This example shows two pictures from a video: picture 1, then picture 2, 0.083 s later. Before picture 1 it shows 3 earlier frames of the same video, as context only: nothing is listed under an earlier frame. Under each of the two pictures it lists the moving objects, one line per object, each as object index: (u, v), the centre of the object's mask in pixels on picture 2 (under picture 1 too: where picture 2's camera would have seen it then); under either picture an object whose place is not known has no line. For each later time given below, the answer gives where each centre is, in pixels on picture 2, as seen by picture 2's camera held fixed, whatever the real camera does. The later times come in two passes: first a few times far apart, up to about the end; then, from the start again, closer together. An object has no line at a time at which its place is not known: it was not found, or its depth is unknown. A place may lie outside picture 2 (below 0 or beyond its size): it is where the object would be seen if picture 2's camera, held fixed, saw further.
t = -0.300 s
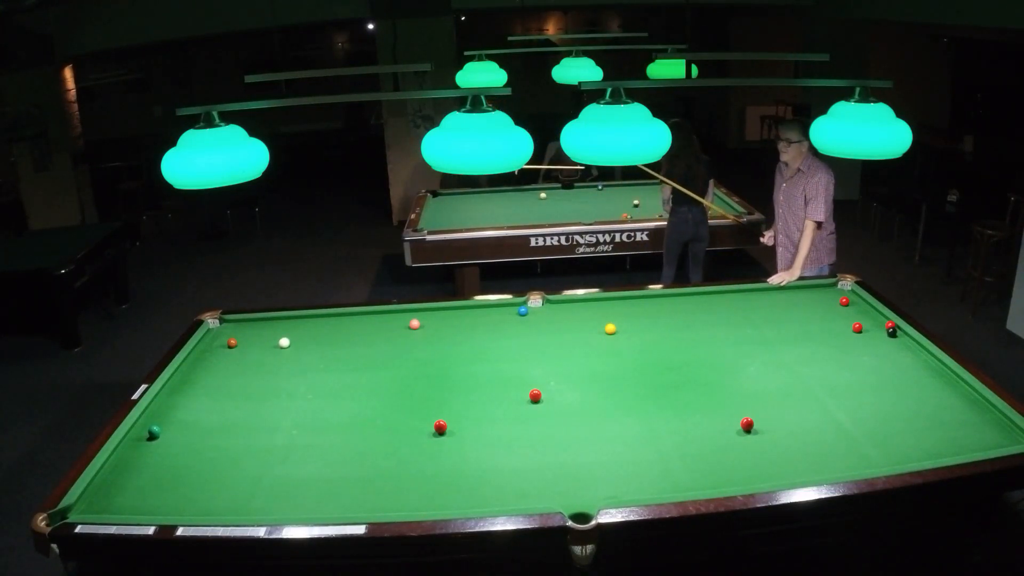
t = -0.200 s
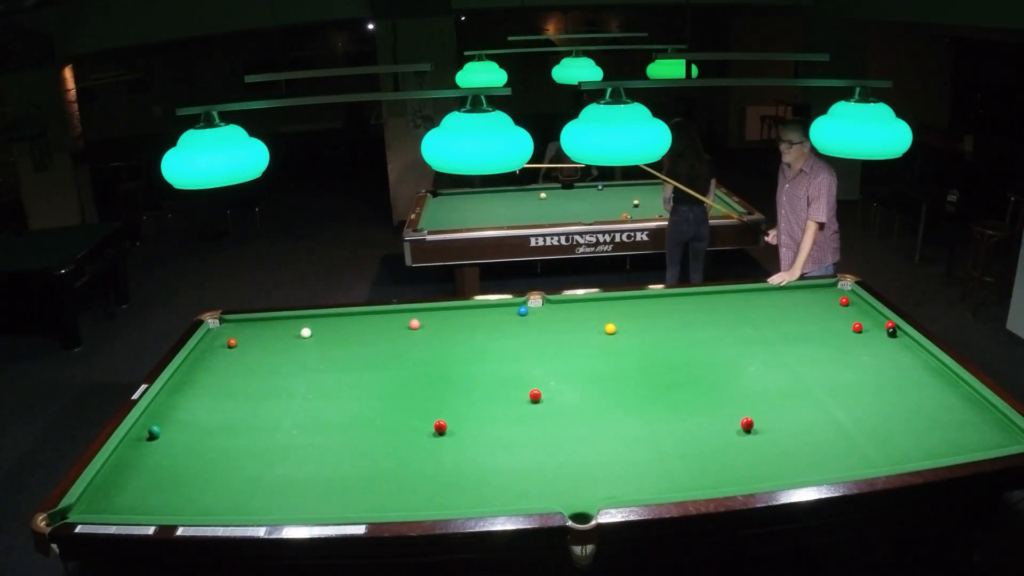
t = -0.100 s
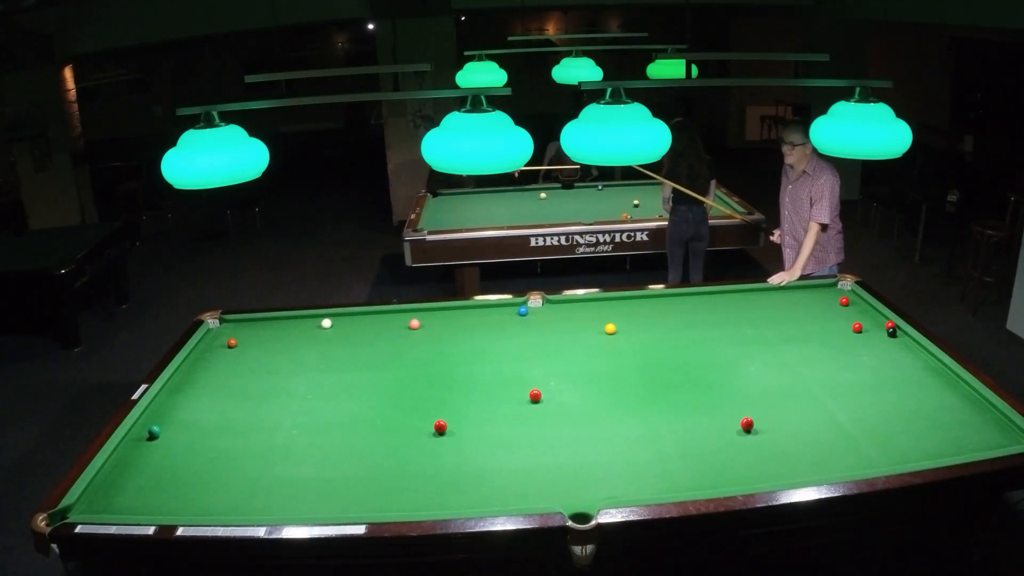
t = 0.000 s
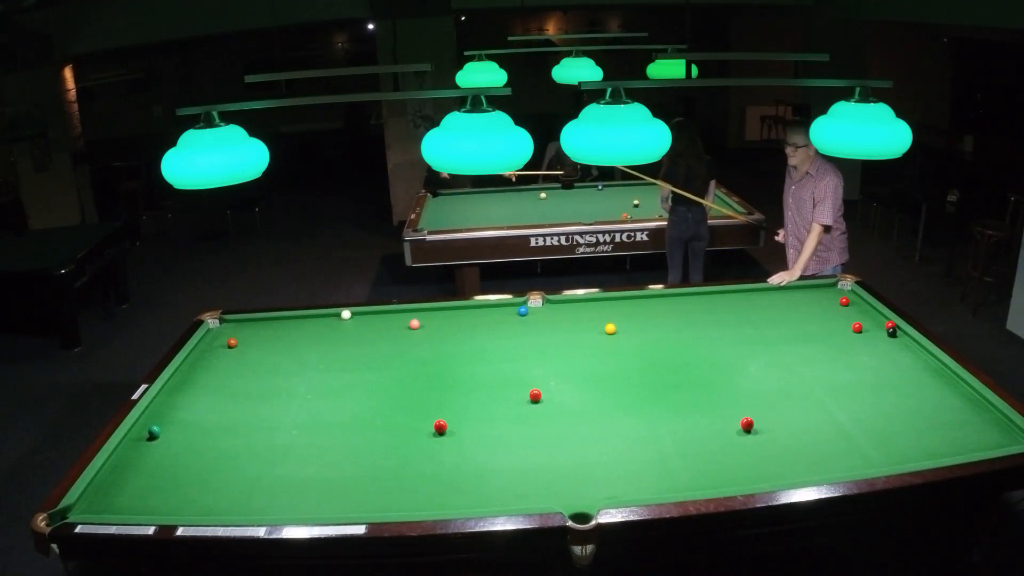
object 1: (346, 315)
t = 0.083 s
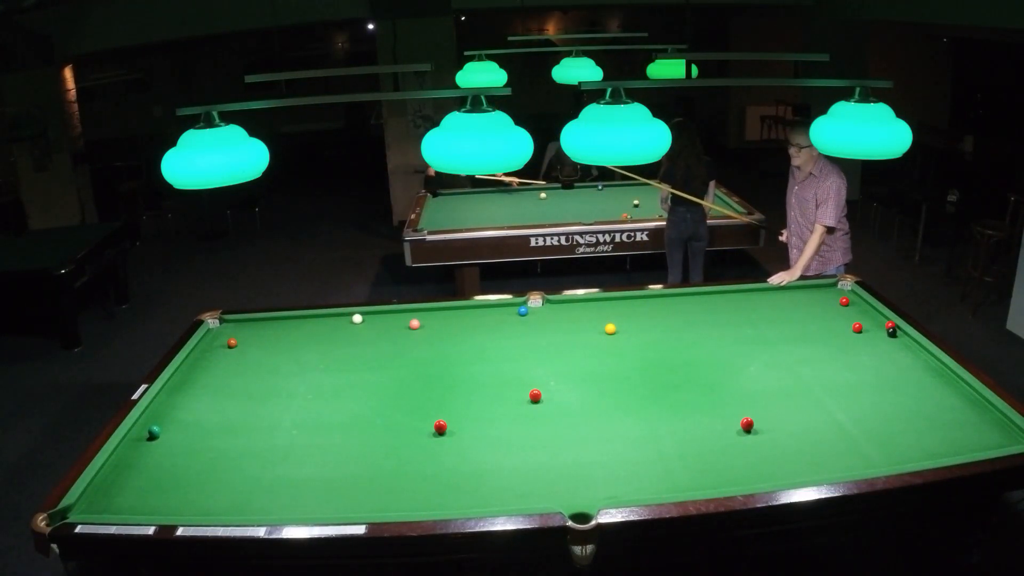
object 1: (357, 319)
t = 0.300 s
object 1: (388, 329)
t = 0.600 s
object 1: (434, 346)
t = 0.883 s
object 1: (482, 363)
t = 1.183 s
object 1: (538, 382)
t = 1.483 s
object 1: (597, 403)
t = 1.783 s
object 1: (662, 424)
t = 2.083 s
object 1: (732, 447)
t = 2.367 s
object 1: (801, 469)
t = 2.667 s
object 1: (833, 458)
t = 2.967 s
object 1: (848, 438)
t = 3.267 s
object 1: (860, 420)
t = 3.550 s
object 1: (870, 406)
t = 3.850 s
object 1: (879, 393)
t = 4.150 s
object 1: (887, 382)
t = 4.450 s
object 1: (894, 372)
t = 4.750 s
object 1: (900, 363)
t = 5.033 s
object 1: (905, 356)
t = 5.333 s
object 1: (910, 349)
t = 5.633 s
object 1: (914, 343)
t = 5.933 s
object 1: (904, 341)
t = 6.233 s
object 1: (897, 338)
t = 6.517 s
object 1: (891, 337)
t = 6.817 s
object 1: (887, 336)
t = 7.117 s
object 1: (885, 335)
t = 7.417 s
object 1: (884, 335)
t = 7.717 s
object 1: (884, 335)
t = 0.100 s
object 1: (360, 320)
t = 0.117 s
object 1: (362, 320)
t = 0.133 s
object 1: (364, 321)
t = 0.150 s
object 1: (366, 322)
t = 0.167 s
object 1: (369, 323)
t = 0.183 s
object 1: (371, 324)
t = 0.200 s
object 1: (373, 324)
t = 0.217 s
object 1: (376, 325)
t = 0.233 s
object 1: (378, 326)
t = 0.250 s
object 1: (380, 327)
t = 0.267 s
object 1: (383, 328)
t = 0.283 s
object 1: (385, 329)
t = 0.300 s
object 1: (388, 329)
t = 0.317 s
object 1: (390, 330)
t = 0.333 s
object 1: (392, 331)
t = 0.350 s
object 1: (395, 332)
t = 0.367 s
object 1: (397, 333)
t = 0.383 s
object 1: (400, 334)
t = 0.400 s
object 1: (403, 335)
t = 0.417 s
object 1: (405, 336)
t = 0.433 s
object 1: (407, 336)
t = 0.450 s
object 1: (410, 338)
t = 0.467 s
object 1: (413, 338)
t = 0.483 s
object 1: (415, 340)
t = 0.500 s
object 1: (418, 340)
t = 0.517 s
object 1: (420, 341)
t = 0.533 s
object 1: (423, 342)
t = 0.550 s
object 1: (426, 343)
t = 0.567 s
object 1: (428, 344)
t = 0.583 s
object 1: (431, 345)
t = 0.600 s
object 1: (434, 346)
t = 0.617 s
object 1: (437, 347)
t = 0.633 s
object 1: (439, 348)
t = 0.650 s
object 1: (442, 349)
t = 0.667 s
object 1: (445, 350)
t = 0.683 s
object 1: (448, 351)
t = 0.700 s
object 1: (450, 352)
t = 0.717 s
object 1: (453, 353)
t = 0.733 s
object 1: (456, 354)
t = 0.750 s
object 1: (459, 355)
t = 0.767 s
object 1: (461, 356)
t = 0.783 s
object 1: (464, 357)
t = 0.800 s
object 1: (467, 358)
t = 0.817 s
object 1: (470, 359)
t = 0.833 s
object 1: (473, 360)
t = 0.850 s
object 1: (476, 361)
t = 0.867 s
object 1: (479, 362)
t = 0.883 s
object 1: (482, 363)
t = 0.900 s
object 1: (485, 364)
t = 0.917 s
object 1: (488, 365)
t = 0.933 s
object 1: (491, 366)
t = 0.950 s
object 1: (494, 367)
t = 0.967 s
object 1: (497, 368)
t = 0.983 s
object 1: (500, 369)
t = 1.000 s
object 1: (503, 370)
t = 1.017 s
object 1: (506, 371)
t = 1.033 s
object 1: (509, 372)
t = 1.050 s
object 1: (512, 373)
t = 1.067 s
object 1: (516, 374)
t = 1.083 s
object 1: (519, 375)
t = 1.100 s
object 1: (522, 376)
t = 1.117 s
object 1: (525, 377)
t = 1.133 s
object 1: (528, 379)
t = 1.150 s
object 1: (531, 380)
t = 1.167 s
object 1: (534, 381)
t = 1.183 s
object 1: (538, 382)
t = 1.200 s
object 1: (541, 383)
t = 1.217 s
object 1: (544, 384)
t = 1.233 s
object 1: (547, 385)
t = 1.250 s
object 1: (551, 387)
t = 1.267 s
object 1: (554, 388)
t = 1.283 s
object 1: (558, 389)
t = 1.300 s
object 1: (561, 390)
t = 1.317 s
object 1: (564, 391)
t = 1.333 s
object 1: (568, 392)
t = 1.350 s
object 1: (571, 393)
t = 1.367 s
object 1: (574, 395)
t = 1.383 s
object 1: (577, 396)
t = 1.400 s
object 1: (581, 397)
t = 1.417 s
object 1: (585, 398)
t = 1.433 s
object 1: (588, 399)
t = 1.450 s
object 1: (591, 401)
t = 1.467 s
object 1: (593, 401)
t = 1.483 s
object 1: (597, 403)
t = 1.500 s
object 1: (600, 404)
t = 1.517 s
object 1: (604, 405)
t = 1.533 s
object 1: (608, 406)
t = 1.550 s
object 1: (611, 407)
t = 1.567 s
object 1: (615, 408)
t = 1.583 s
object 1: (618, 410)
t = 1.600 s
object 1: (622, 411)
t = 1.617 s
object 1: (625, 412)
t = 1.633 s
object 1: (629, 413)
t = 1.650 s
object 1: (633, 414)
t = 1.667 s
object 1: (636, 416)
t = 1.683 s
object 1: (640, 416)
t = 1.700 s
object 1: (644, 418)
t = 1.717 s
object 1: (647, 419)
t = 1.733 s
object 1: (651, 421)
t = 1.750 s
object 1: (655, 422)
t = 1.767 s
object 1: (659, 423)
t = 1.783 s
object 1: (662, 424)
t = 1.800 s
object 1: (666, 426)
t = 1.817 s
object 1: (670, 427)
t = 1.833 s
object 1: (674, 428)
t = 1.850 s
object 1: (678, 430)
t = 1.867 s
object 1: (682, 431)
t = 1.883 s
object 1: (685, 432)
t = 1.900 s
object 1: (689, 433)
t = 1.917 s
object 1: (693, 434)
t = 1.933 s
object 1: (697, 435)
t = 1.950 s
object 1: (701, 437)
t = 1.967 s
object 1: (705, 438)
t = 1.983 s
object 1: (709, 439)
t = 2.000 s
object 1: (713, 441)
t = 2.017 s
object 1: (717, 442)
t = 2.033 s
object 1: (721, 443)
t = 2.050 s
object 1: (724, 444)
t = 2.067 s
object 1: (728, 446)
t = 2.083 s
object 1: (732, 447)
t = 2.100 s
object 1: (736, 448)
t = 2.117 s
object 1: (740, 449)
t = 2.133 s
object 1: (744, 451)
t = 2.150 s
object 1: (748, 452)
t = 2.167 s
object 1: (752, 454)
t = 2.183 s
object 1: (757, 455)
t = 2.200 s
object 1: (760, 456)
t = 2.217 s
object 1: (765, 457)
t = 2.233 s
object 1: (768, 459)
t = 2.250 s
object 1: (773, 460)
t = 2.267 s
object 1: (777, 461)
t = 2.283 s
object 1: (781, 462)
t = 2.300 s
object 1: (785, 464)
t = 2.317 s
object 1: (789, 465)
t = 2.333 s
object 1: (793, 467)
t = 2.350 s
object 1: (797, 468)
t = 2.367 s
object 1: (801, 469)
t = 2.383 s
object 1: (805, 470)
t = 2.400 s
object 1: (809, 471)
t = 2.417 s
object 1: (814, 471)
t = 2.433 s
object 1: (818, 472)
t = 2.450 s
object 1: (820, 472)
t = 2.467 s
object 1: (821, 471)
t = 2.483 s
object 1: (822, 470)
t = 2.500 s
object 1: (823, 469)
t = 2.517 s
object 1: (824, 469)
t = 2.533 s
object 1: (825, 468)
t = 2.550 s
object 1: (826, 467)
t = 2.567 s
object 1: (827, 466)
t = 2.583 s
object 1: (828, 464)
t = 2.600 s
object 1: (829, 463)
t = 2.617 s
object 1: (830, 462)
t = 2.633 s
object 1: (831, 460)
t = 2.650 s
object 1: (832, 459)
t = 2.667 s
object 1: (833, 458)
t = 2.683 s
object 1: (834, 457)
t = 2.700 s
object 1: (834, 456)
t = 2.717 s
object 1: (835, 454)
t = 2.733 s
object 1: (836, 453)
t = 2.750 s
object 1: (837, 452)
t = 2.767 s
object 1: (838, 451)
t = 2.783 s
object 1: (839, 450)
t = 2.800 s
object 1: (840, 449)
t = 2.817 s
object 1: (841, 448)
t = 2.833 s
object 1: (841, 446)
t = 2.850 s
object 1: (842, 445)
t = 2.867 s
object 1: (843, 444)
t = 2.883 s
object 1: (844, 443)
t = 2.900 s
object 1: (845, 442)
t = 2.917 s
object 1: (845, 441)
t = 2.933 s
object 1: (846, 440)
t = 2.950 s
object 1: (847, 439)
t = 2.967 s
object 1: (848, 438)
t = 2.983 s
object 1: (849, 437)
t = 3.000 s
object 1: (849, 436)
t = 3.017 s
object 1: (850, 435)
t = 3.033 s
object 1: (851, 434)
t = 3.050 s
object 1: (852, 433)
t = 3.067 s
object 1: (852, 432)
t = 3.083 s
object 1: (853, 431)
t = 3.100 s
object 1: (853, 430)
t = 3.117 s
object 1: (854, 429)
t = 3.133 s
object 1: (855, 428)
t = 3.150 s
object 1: (855, 427)
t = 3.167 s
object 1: (856, 426)
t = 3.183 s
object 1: (857, 425)
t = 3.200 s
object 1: (858, 424)
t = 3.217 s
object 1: (858, 423)
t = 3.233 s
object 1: (859, 422)
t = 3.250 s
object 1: (859, 421)
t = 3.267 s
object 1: (860, 420)
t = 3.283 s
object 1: (861, 420)
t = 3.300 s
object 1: (861, 419)
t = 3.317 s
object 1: (862, 418)
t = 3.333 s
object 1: (862, 417)
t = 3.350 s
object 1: (863, 416)
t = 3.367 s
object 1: (864, 415)
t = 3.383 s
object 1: (864, 415)
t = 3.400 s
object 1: (865, 414)
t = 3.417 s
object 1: (865, 413)
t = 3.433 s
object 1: (866, 412)
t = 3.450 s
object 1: (867, 411)
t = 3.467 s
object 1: (867, 410)
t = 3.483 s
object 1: (868, 410)
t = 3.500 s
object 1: (868, 409)
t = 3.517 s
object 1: (869, 408)
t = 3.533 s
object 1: (870, 407)
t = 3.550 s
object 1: (870, 406)
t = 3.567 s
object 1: (871, 405)
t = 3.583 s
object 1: (871, 405)
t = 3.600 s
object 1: (872, 404)
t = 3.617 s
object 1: (872, 403)
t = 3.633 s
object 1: (873, 403)
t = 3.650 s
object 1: (873, 402)
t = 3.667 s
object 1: (874, 401)
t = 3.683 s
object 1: (875, 401)
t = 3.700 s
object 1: (875, 400)
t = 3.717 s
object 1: (875, 399)
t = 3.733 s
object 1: (876, 398)
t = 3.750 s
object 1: (876, 398)
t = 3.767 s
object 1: (877, 397)
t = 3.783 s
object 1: (877, 396)
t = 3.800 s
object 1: (878, 395)
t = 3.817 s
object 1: (878, 395)
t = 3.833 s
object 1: (879, 394)
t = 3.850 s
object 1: (879, 393)
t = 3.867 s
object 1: (880, 392)
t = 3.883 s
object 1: (880, 392)
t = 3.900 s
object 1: (880, 392)
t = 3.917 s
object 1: (881, 390)
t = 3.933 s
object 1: (881, 390)
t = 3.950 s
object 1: (882, 389)
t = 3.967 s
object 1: (882, 389)
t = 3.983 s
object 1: (883, 388)
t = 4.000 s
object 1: (883, 387)
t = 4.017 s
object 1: (884, 387)
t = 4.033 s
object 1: (884, 386)
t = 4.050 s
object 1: (885, 386)
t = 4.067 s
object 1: (885, 385)
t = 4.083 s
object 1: (886, 384)
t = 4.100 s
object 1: (886, 383)
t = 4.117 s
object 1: (886, 383)
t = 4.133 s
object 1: (887, 382)
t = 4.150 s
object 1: (887, 382)
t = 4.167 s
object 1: (888, 381)
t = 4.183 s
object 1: (888, 381)
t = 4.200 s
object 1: (889, 380)
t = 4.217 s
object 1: (889, 380)
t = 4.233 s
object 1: (889, 379)
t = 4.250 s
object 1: (890, 378)
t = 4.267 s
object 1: (890, 378)
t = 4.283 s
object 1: (890, 377)
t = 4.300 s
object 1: (891, 376)
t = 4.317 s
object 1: (891, 376)
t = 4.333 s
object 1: (892, 375)
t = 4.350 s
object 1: (892, 375)
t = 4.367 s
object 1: (892, 374)
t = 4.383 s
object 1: (893, 374)
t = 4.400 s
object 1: (893, 373)
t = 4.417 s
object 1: (894, 373)
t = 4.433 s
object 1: (894, 372)
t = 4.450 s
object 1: (894, 372)
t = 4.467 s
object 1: (895, 371)
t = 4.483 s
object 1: (895, 370)
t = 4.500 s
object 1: (895, 370)
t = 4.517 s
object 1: (896, 369)
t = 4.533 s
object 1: (896, 369)
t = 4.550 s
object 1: (897, 368)
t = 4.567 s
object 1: (897, 368)
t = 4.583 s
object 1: (897, 367)
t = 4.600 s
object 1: (897, 367)
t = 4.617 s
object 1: (898, 366)
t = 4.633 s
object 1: (898, 366)
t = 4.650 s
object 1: (898, 366)
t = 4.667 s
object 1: (899, 365)
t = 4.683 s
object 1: (899, 364)
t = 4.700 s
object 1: (899, 364)
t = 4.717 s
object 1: (900, 364)
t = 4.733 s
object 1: (900, 363)
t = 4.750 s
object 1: (900, 363)
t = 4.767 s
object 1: (901, 362)
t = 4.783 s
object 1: (901, 362)
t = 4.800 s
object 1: (901, 361)
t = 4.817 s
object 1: (902, 361)
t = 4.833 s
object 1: (902, 360)
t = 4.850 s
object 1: (902, 360)
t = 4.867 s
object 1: (903, 359)
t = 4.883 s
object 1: (903, 359)
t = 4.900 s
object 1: (903, 359)
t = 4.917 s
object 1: (903, 358)
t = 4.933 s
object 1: (904, 358)
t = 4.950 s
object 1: (904, 357)
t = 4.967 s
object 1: (905, 357)
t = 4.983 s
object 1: (905, 356)
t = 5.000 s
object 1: (905, 356)
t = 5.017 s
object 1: (905, 356)
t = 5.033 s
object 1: (905, 356)
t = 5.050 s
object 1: (906, 355)
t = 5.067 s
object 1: (906, 354)
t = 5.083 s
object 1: (906, 354)
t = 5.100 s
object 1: (907, 354)
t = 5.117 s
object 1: (907, 353)
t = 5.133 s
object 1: (907, 353)
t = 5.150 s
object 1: (908, 352)
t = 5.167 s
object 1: (908, 352)
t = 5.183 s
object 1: (908, 351)
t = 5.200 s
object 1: (908, 351)
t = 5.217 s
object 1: (908, 351)
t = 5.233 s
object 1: (909, 350)
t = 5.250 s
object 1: (909, 350)
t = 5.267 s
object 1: (909, 350)
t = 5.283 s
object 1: (910, 349)
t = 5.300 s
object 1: (910, 349)
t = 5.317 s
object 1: (910, 349)
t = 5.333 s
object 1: (910, 349)
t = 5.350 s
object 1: (910, 348)
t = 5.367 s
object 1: (911, 348)
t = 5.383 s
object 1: (911, 347)
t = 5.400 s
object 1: (911, 347)
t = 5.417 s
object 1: (911, 347)
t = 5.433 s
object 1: (912, 346)
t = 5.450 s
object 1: (912, 346)
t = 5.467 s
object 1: (912, 346)
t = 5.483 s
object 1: (913, 345)
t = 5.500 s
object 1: (913, 345)
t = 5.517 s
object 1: (913, 345)
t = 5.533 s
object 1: (913, 344)
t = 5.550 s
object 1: (914, 344)
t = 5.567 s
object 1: (914, 343)
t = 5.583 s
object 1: (914, 343)
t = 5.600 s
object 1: (915, 343)
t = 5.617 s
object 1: (915, 343)
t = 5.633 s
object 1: (914, 343)
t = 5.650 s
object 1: (913, 343)
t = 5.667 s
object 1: (912, 342)
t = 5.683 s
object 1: (912, 342)
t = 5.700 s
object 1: (911, 342)
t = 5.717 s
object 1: (911, 342)
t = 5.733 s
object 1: (910, 342)
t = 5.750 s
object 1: (910, 342)
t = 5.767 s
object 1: (909, 342)
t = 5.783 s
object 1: (909, 341)
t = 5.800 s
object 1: (908, 341)
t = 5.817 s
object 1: (908, 341)
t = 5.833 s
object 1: (907, 341)
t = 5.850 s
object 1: (907, 341)
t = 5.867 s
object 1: (906, 341)
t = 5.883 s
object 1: (906, 341)
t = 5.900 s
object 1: (905, 341)
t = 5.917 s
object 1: (905, 341)
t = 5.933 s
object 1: (904, 341)
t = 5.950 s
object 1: (904, 340)
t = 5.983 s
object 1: (903, 340)
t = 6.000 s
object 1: (902, 340)
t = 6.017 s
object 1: (902, 340)
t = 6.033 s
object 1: (901, 340)
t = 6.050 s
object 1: (901, 340)
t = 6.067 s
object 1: (901, 339)
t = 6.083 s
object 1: (900, 339)
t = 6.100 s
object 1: (900, 339)
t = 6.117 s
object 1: (899, 339)
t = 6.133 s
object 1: (899, 339)
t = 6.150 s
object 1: (898, 339)
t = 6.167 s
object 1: (898, 339)
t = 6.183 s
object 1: (898, 339)
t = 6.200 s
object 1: (897, 339)
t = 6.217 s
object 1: (897, 338)
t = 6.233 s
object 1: (897, 338)
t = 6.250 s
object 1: (896, 338)
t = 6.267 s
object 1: (896, 338)
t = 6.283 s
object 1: (896, 338)
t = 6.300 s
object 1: (895, 338)
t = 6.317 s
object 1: (895, 338)
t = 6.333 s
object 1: (894, 338)
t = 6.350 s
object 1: (894, 338)
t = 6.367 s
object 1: (894, 338)
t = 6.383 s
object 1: (894, 338)
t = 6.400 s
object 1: (894, 338)
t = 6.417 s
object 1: (893, 337)
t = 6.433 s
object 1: (893, 337)
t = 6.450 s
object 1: (893, 337)
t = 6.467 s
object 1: (892, 337)
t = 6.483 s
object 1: (892, 337)
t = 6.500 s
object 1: (892, 337)
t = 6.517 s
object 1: (891, 337)
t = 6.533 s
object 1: (891, 337)
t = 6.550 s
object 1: (891, 337)
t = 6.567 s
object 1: (890, 337)
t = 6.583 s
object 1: (890, 337)
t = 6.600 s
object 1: (890, 337)
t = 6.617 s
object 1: (890, 336)
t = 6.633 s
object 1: (890, 337)
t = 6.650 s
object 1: (889, 336)
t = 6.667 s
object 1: (889, 336)
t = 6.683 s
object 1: (889, 336)
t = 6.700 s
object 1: (889, 336)
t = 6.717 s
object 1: (889, 336)
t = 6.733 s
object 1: (888, 336)
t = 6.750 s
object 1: (888, 336)
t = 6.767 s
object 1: (888, 336)
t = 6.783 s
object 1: (888, 336)
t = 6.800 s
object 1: (887, 336)
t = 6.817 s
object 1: (887, 336)
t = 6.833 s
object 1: (887, 336)
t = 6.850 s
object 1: (887, 336)
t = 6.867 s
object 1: (887, 336)
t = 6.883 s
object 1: (886, 336)
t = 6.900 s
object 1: (886, 336)
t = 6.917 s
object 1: (886, 336)
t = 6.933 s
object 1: (886, 336)
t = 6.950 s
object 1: (886, 336)
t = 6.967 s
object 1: (886, 336)
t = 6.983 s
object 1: (886, 335)
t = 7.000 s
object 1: (885, 335)
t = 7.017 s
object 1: (885, 335)
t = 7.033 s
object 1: (885, 335)
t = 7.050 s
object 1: (885, 335)
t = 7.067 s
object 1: (885, 335)
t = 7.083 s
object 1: (885, 335)
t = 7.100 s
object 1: (885, 335)
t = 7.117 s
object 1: (885, 335)
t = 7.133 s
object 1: (885, 335)
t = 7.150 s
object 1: (884, 335)
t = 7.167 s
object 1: (884, 335)
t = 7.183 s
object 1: (884, 335)
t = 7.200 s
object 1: (884, 335)
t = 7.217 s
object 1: (884, 335)
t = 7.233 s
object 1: (884, 335)
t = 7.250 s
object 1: (884, 335)
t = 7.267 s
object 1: (884, 335)
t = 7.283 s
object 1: (884, 335)
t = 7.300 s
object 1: (884, 335)
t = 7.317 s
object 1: (884, 335)
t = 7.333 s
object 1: (884, 335)
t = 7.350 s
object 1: (884, 335)
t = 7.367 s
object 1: (884, 335)
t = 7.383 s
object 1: (884, 335)
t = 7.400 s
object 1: (884, 335)
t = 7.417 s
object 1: (884, 335)
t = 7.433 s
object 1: (884, 335)
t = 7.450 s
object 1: (884, 335)
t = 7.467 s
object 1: (884, 335)
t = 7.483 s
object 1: (884, 335)
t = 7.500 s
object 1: (884, 335)
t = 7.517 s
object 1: (884, 335)
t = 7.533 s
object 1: (884, 335)
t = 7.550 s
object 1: (884, 335)
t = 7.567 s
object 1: (884, 335)
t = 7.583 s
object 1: (884, 335)
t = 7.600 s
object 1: (884, 335)
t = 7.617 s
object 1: (884, 335)
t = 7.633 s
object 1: (884, 335)
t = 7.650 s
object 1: (884, 335)
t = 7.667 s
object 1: (884, 335)
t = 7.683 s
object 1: (884, 335)
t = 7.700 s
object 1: (884, 335)
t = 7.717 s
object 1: (884, 335)
